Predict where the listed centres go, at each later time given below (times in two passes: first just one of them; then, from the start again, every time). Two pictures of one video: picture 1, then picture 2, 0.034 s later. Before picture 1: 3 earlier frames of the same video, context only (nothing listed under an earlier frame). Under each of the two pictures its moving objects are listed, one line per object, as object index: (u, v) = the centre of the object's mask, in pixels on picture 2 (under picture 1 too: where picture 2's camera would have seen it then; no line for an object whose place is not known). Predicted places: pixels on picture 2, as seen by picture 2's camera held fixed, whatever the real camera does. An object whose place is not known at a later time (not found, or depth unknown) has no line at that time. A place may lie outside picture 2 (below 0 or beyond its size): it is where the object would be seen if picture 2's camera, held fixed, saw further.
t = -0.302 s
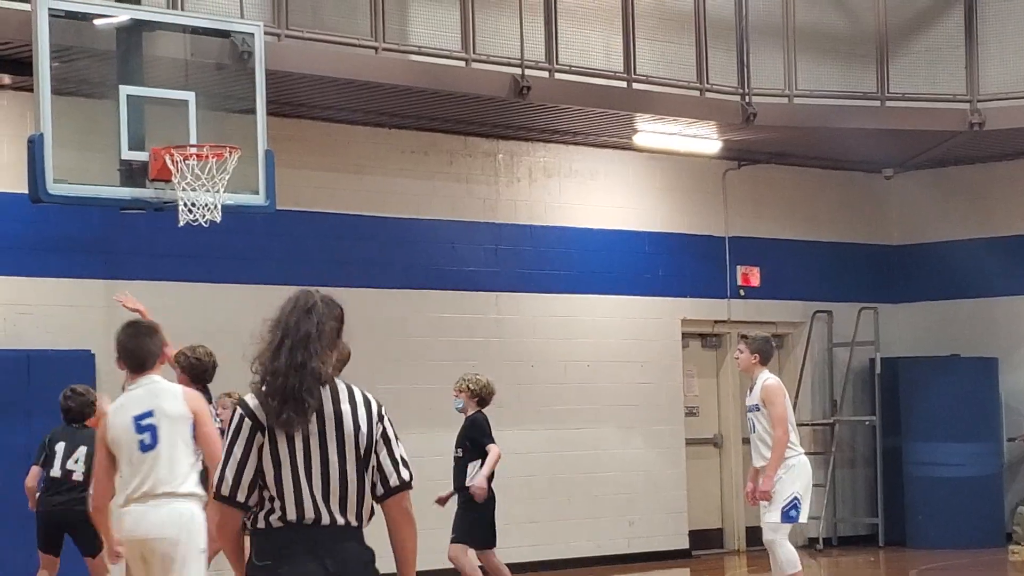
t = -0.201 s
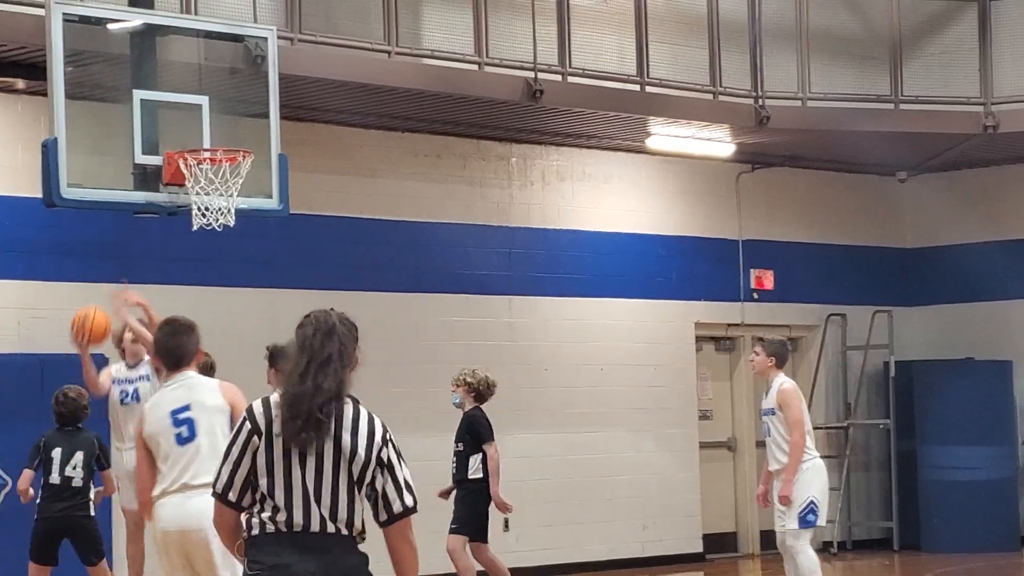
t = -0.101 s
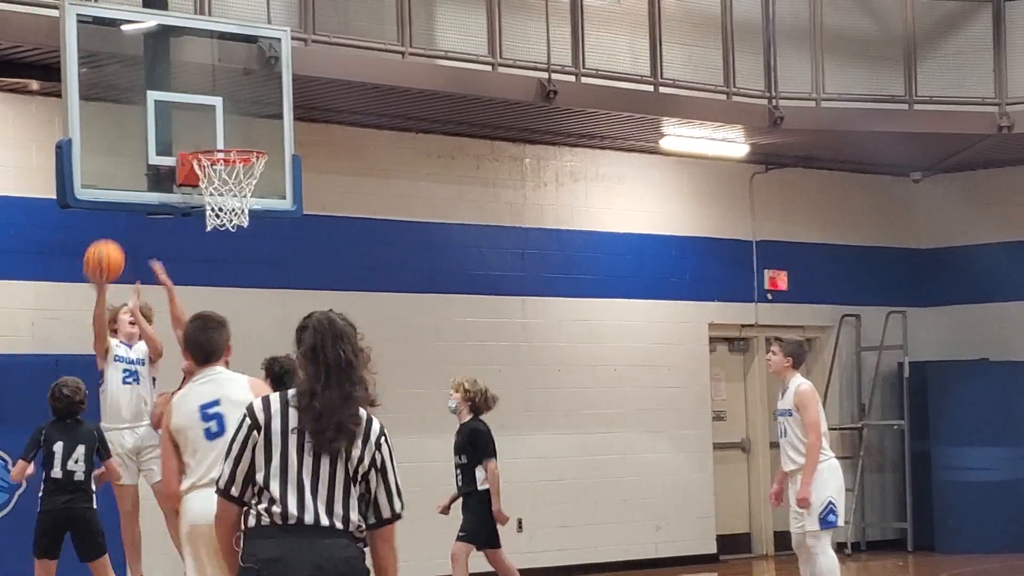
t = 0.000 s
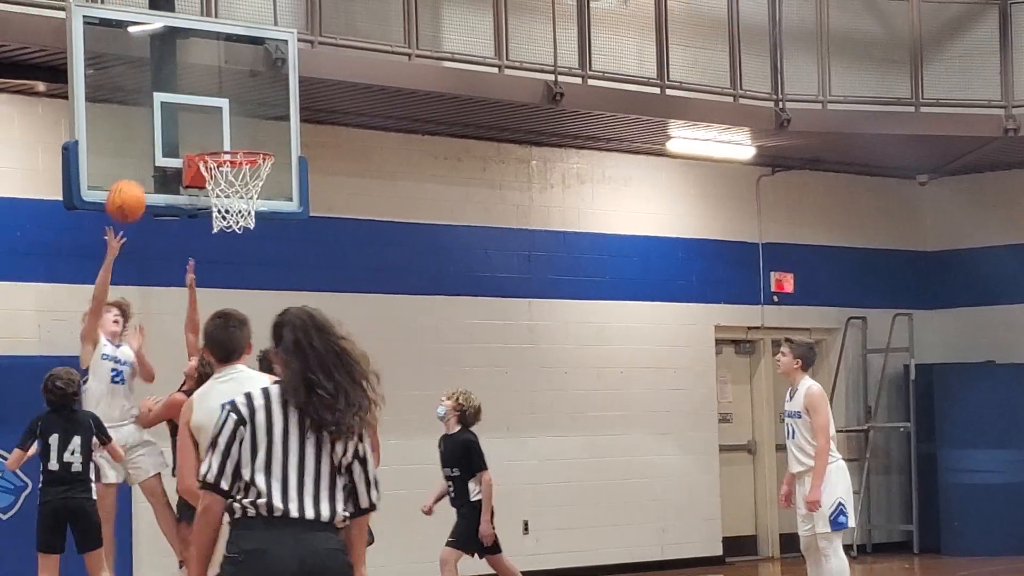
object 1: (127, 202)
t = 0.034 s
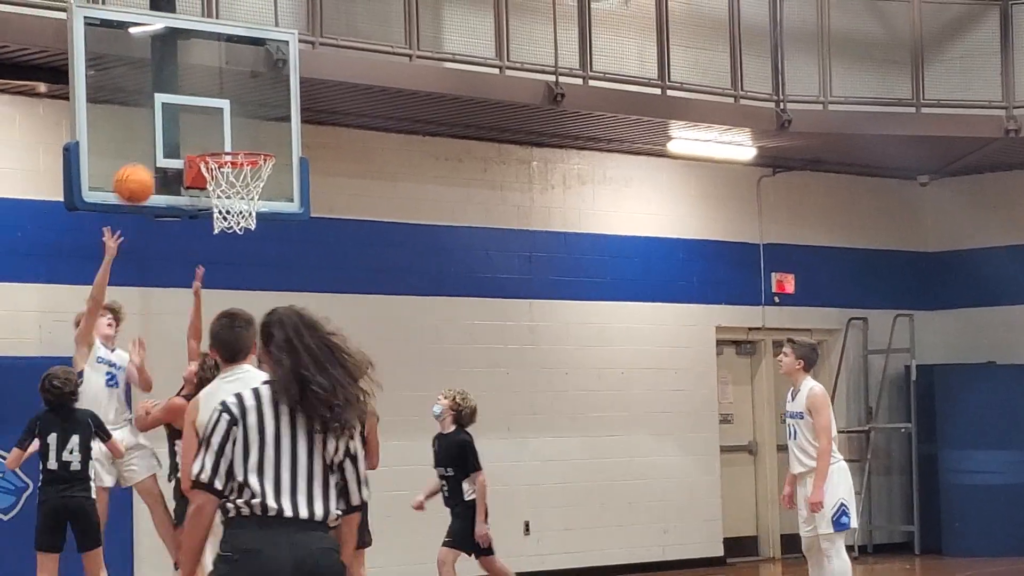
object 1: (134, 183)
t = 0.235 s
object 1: (171, 117)
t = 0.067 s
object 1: (140, 169)
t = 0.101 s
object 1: (146, 155)
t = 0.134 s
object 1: (153, 142)
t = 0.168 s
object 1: (160, 131)
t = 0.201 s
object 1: (165, 124)
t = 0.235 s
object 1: (171, 117)
